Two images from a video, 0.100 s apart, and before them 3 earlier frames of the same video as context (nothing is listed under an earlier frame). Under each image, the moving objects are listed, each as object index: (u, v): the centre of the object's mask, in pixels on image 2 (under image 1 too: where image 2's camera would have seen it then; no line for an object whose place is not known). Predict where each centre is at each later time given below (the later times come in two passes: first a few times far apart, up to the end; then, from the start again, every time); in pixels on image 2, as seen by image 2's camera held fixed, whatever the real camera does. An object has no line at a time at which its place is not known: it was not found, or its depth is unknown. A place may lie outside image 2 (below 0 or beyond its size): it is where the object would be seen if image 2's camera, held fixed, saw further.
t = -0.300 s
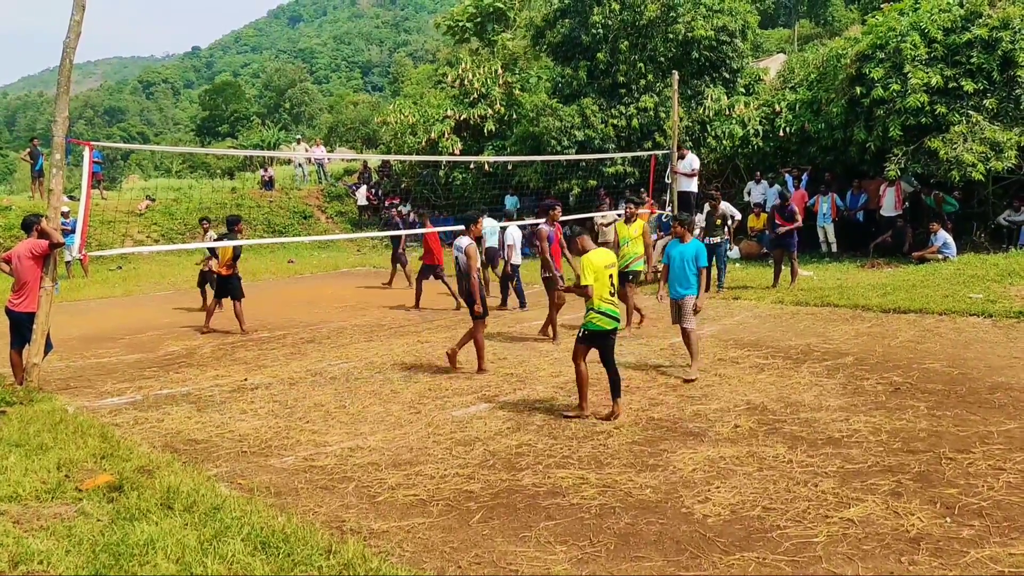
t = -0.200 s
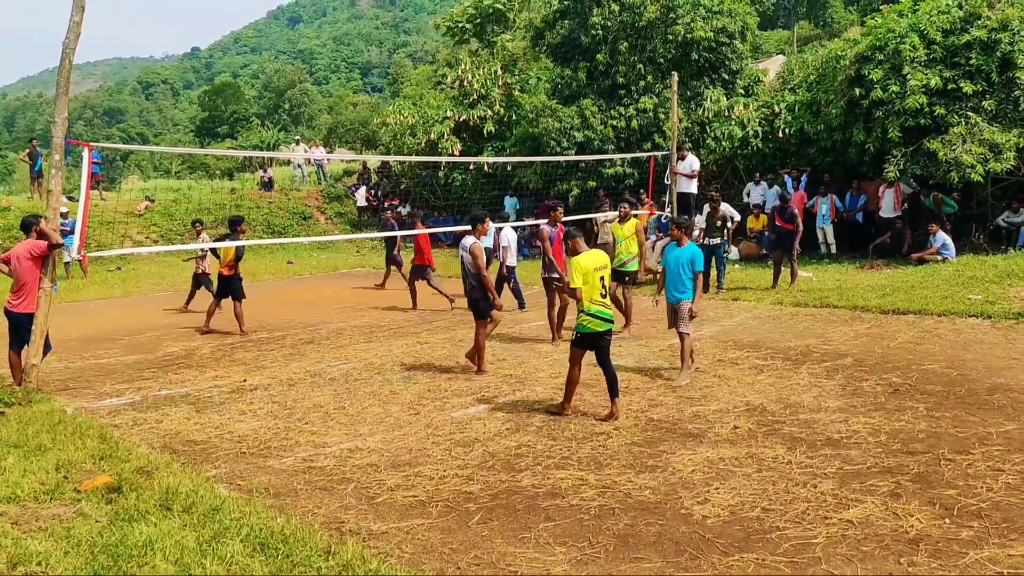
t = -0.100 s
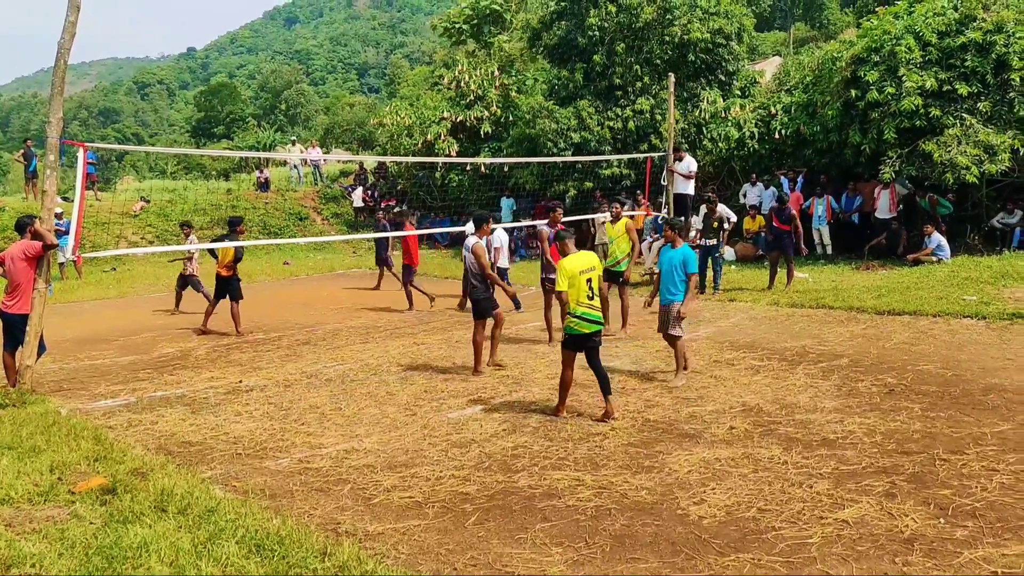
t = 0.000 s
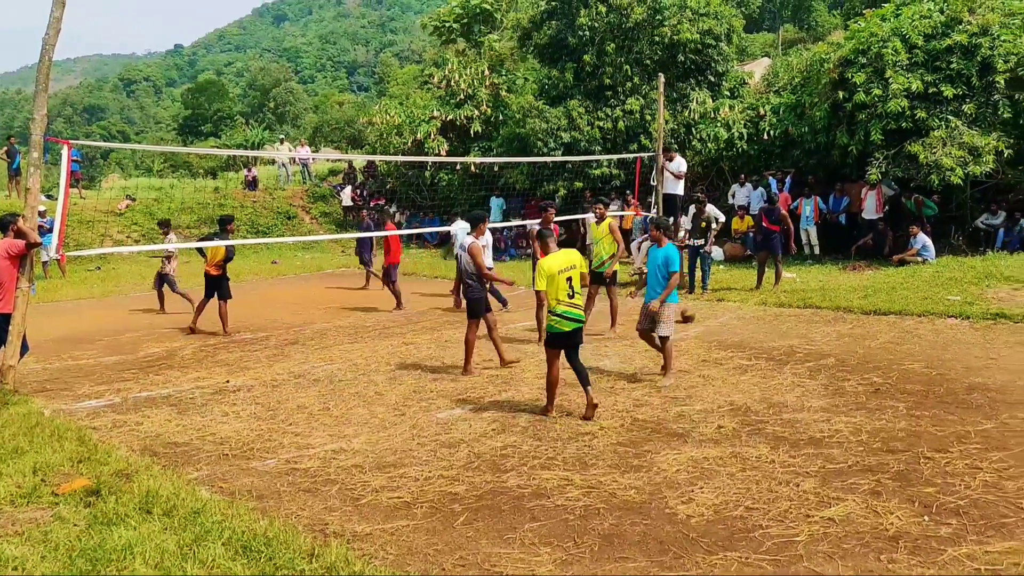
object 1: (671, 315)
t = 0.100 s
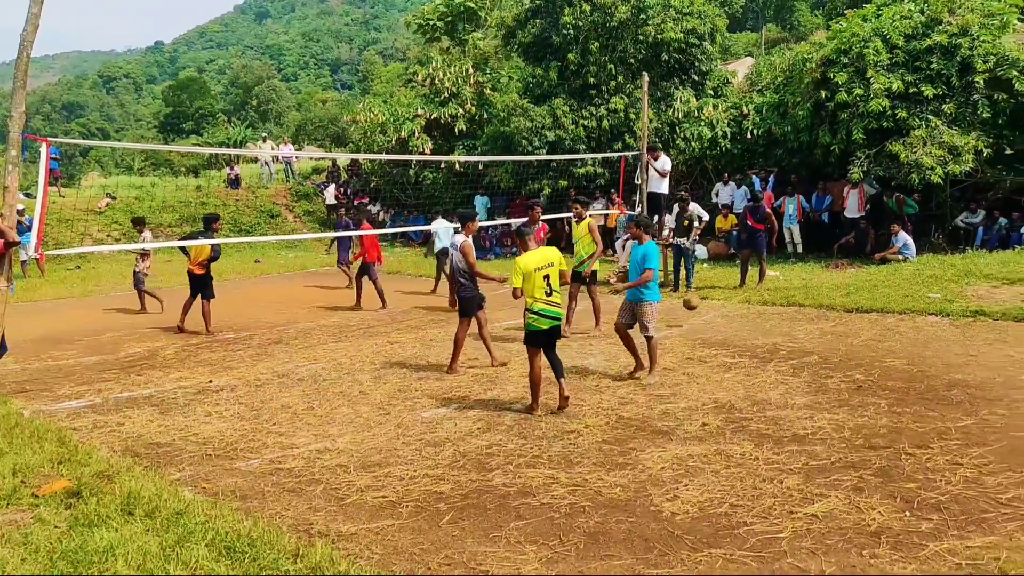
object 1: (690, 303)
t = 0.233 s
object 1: (715, 296)
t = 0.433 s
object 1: (759, 313)
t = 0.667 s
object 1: (819, 353)
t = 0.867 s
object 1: (887, 342)
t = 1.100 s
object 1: (986, 393)
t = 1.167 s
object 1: (1020, 426)
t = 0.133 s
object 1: (696, 300)
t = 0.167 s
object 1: (702, 298)
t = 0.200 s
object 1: (709, 296)
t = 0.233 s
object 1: (715, 296)
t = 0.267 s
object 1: (723, 296)
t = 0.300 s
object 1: (730, 298)
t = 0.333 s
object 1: (737, 300)
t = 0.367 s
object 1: (743, 304)
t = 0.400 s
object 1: (752, 306)
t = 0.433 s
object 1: (759, 313)
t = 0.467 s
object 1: (767, 320)
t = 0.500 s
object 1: (775, 329)
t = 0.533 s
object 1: (783, 338)
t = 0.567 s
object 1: (791, 348)
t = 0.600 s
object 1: (800, 360)
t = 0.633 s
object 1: (811, 356)
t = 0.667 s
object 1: (819, 353)
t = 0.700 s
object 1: (830, 348)
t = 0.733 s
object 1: (842, 343)
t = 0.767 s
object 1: (851, 343)
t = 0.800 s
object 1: (862, 342)
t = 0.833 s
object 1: (875, 340)
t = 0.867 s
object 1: (887, 342)
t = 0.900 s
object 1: (899, 346)
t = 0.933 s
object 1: (911, 351)
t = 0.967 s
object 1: (926, 354)
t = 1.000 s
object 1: (940, 361)
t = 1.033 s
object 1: (955, 370)
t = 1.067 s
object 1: (970, 381)
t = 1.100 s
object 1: (986, 393)
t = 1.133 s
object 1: (1002, 408)
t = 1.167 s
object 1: (1020, 426)
